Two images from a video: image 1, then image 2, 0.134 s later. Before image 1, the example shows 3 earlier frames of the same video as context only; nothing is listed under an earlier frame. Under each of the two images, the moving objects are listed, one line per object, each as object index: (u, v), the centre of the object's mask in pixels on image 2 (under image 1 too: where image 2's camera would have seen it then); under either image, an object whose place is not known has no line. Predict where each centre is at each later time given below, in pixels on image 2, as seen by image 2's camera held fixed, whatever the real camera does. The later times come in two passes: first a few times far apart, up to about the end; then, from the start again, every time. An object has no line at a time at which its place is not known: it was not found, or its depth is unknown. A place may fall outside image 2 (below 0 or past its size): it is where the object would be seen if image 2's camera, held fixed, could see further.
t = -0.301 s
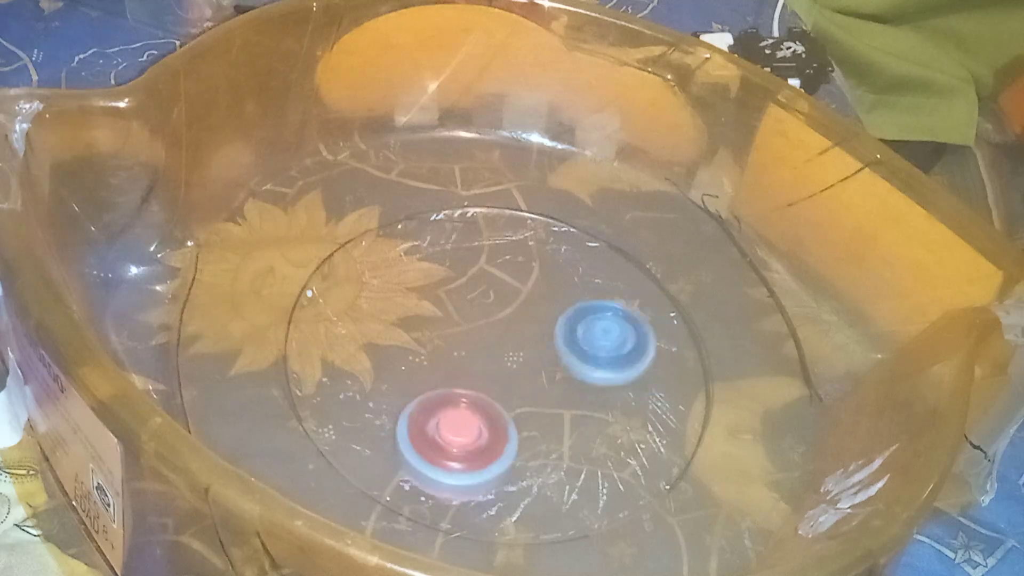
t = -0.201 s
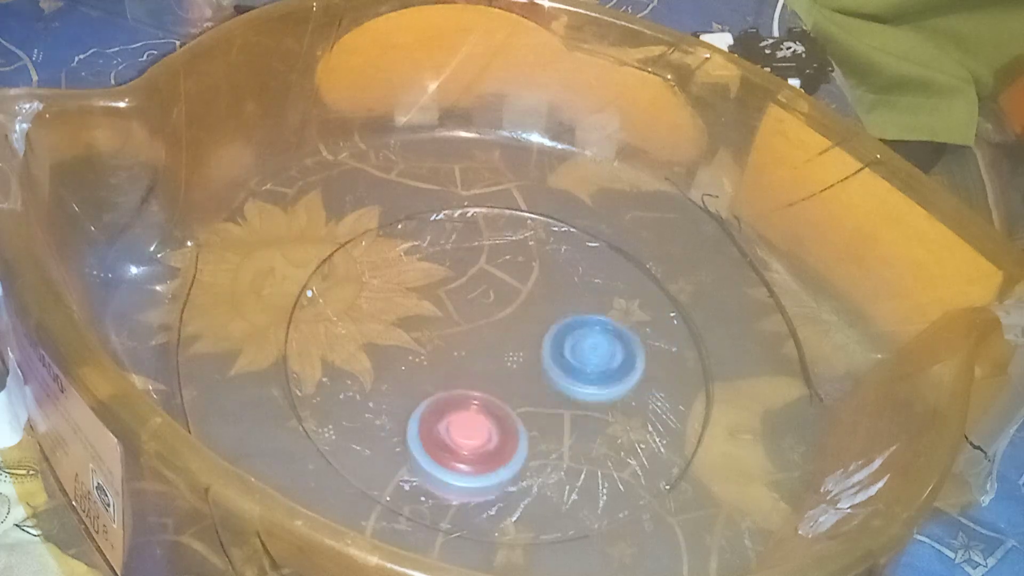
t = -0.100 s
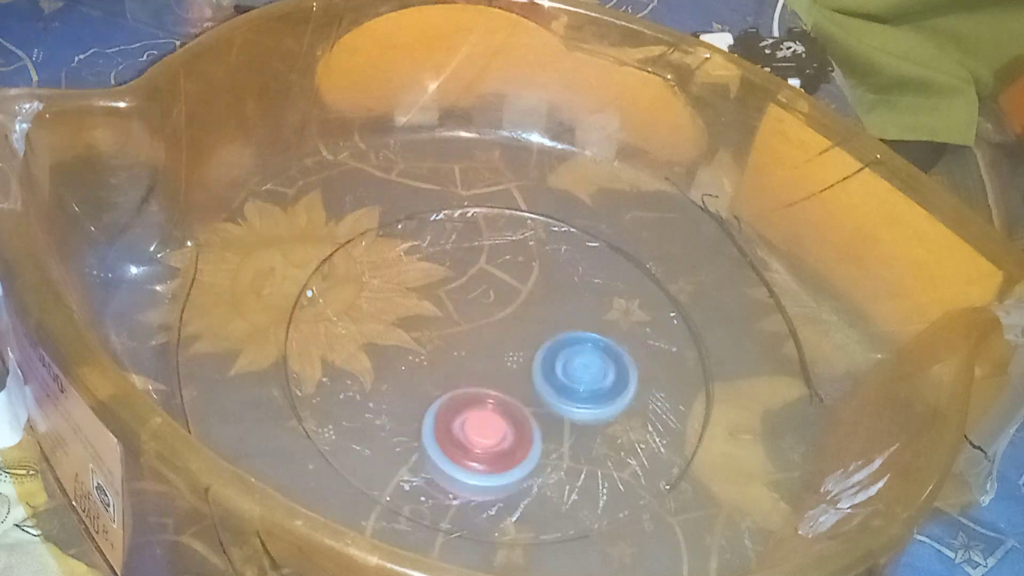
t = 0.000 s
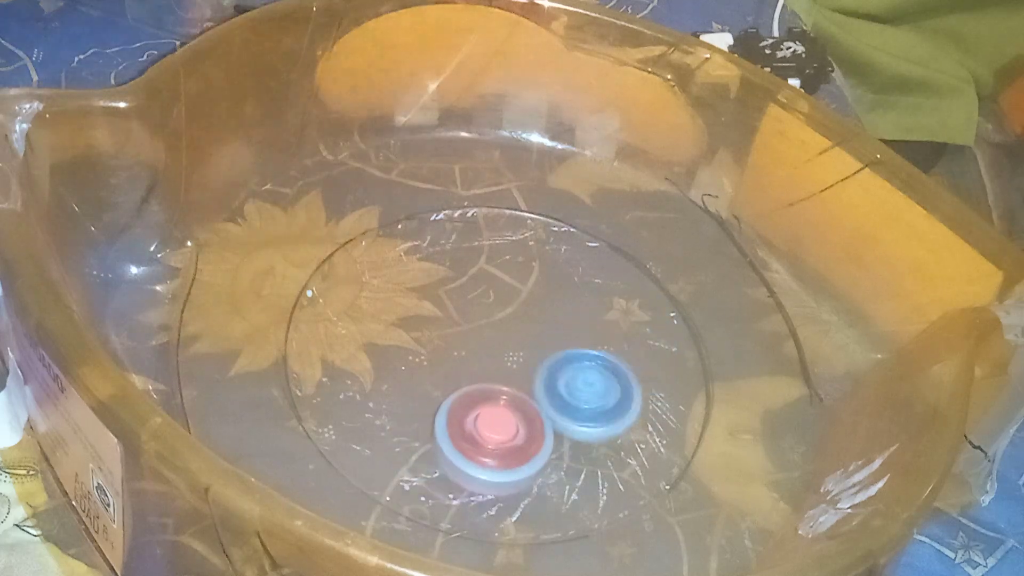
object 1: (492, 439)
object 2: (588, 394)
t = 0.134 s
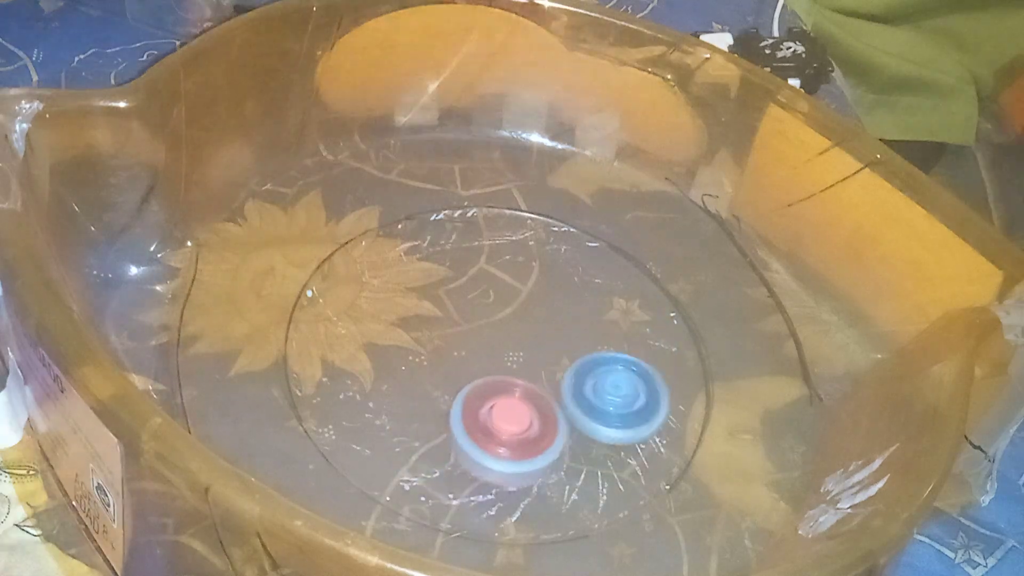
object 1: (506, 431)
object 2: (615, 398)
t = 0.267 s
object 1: (525, 418)
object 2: (624, 385)
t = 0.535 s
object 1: (524, 400)
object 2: (635, 327)
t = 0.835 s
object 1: (516, 425)
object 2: (583, 285)
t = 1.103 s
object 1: (541, 440)
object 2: (556, 316)
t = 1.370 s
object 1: (564, 443)
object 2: (620, 365)
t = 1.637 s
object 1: (582, 437)
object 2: (660, 346)
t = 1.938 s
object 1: (548, 490)
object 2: (629, 282)
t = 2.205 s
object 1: (540, 505)
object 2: (566, 260)
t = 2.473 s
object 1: (542, 487)
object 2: (553, 342)
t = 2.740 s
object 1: (522, 508)
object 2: (613, 328)
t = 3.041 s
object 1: (549, 465)
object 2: (614, 318)
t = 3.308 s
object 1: (569, 437)
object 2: (619, 342)
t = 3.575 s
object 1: (595, 430)
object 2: (618, 322)
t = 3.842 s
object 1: (621, 436)
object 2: (597, 328)
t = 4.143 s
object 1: (632, 440)
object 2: (583, 352)
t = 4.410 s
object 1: (624, 443)
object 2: (570, 352)
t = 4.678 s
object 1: (612, 447)
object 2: (543, 344)
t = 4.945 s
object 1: (598, 436)
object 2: (541, 350)
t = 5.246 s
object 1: (593, 421)
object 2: (556, 330)
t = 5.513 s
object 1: (591, 406)
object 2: (563, 314)
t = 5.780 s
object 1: (590, 409)
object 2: (578, 296)
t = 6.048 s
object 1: (586, 410)
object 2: (583, 287)
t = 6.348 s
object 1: (573, 406)
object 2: (598, 319)
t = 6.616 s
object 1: (550, 411)
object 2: (608, 333)
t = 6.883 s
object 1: (534, 402)
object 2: (611, 346)
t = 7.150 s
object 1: (517, 389)
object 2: (621, 350)
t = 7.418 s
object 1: (497, 376)
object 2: (639, 355)
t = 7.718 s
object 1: (503, 366)
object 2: (633, 356)
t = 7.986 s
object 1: (508, 371)
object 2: (620, 360)
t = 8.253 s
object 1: (522, 386)
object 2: (620, 357)
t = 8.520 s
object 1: (542, 403)
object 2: (623, 352)
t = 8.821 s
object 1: (521, 432)
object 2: (654, 354)
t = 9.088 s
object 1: (528, 435)
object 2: (643, 366)
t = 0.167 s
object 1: (511, 428)
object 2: (618, 396)
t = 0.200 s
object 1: (516, 425)
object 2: (622, 394)
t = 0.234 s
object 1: (520, 421)
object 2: (624, 390)
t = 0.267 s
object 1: (525, 418)
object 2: (624, 385)
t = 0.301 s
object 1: (520, 417)
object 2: (633, 378)
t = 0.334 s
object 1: (513, 415)
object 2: (643, 370)
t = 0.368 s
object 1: (512, 414)
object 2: (647, 364)
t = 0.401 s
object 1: (513, 411)
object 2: (649, 356)
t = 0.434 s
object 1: (515, 408)
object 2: (649, 348)
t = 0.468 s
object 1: (518, 406)
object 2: (646, 340)
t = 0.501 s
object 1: (521, 403)
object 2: (642, 334)
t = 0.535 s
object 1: (524, 400)
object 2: (635, 327)
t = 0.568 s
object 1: (528, 398)
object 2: (627, 322)
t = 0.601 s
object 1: (531, 394)
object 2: (617, 319)
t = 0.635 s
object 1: (535, 391)
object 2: (606, 317)
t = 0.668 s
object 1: (538, 389)
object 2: (595, 317)
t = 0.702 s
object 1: (537, 392)
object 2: (590, 314)
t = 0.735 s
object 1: (526, 405)
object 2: (592, 302)
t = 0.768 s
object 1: (517, 416)
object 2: (592, 294)
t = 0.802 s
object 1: (515, 422)
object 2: (588, 289)
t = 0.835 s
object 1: (516, 425)
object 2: (583, 285)
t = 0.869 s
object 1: (519, 428)
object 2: (578, 281)
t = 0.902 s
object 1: (522, 430)
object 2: (571, 280)
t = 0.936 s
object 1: (525, 432)
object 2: (564, 281)
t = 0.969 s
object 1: (529, 435)
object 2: (558, 285)
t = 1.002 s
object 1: (532, 437)
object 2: (554, 292)
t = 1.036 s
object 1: (535, 438)
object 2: (553, 300)
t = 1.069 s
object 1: (538, 439)
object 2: (553, 308)
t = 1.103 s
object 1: (541, 440)
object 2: (556, 316)
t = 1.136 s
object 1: (545, 441)
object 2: (561, 325)
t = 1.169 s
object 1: (548, 441)
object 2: (565, 334)
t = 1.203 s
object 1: (552, 441)
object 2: (572, 343)
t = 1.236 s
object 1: (555, 441)
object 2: (579, 350)
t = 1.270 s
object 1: (558, 440)
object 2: (588, 356)
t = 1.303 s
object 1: (560, 442)
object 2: (600, 361)
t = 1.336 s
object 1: (562, 443)
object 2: (610, 363)
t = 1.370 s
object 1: (564, 443)
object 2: (620, 365)
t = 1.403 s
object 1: (566, 443)
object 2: (629, 365)
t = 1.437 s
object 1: (568, 443)
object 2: (638, 366)
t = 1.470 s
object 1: (571, 442)
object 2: (645, 363)
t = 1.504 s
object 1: (573, 442)
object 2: (652, 361)
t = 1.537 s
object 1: (575, 441)
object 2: (657, 358)
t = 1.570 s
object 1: (578, 440)
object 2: (660, 355)
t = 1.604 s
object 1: (580, 438)
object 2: (662, 351)
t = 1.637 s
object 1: (582, 437)
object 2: (660, 346)
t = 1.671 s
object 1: (584, 434)
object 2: (656, 342)
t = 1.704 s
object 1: (587, 432)
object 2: (650, 339)
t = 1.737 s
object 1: (589, 429)
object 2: (642, 338)
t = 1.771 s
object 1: (591, 426)
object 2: (635, 337)
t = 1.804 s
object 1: (592, 424)
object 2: (626, 337)
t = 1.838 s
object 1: (593, 422)
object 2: (618, 338)
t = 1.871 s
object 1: (577, 444)
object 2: (622, 318)
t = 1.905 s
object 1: (560, 472)
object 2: (628, 297)
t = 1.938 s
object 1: (548, 490)
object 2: (629, 282)
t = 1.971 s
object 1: (541, 502)
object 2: (626, 271)
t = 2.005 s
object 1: (537, 507)
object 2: (619, 264)
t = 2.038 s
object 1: (538, 506)
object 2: (612, 259)
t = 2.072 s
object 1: (538, 503)
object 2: (602, 254)
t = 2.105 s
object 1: (539, 503)
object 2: (593, 252)
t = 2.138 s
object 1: (540, 504)
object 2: (584, 253)
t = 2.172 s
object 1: (540, 505)
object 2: (574, 256)
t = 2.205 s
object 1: (540, 505)
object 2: (566, 260)
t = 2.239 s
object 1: (540, 505)
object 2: (559, 267)
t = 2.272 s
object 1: (540, 504)
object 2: (553, 277)
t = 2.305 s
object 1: (540, 503)
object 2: (550, 285)
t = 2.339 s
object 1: (540, 502)
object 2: (548, 297)
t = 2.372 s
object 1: (540, 499)
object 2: (548, 306)
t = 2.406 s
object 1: (540, 496)
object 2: (549, 318)
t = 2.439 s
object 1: (541, 491)
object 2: (551, 329)
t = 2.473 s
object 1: (542, 487)
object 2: (553, 342)
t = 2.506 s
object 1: (544, 482)
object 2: (555, 352)
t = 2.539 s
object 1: (546, 476)
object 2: (557, 364)
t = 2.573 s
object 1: (547, 470)
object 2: (561, 372)
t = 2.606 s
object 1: (542, 483)
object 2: (572, 369)
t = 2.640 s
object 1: (531, 509)
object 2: (588, 351)
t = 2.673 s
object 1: (524, 514)
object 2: (600, 338)
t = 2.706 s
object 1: (521, 514)
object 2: (607, 331)
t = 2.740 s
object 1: (522, 508)
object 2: (613, 328)
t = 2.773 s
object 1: (525, 498)
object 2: (616, 324)
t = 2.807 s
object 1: (529, 492)
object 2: (620, 322)
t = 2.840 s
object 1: (531, 489)
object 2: (622, 319)
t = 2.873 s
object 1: (534, 486)
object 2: (624, 317)
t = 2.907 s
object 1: (537, 483)
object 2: (623, 315)
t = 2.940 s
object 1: (540, 479)
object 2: (622, 313)
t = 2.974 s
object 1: (542, 474)
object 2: (619, 313)
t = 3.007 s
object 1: (545, 469)
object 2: (617, 315)
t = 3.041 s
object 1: (549, 465)
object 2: (614, 318)
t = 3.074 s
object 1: (552, 460)
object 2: (612, 322)
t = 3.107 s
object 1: (556, 454)
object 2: (612, 326)
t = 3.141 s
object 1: (560, 448)
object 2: (610, 330)
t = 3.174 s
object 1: (564, 442)
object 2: (610, 335)
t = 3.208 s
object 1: (568, 437)
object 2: (610, 341)
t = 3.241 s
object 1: (571, 432)
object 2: (610, 345)
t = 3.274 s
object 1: (574, 430)
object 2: (612, 348)
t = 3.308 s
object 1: (569, 437)
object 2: (619, 342)
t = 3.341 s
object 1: (567, 441)
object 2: (624, 338)
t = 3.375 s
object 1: (569, 441)
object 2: (626, 335)
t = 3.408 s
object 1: (573, 439)
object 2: (628, 332)
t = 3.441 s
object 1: (578, 437)
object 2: (629, 329)
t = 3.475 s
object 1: (582, 436)
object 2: (628, 326)
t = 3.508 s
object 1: (587, 434)
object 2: (626, 324)
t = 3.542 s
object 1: (591, 432)
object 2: (622, 322)
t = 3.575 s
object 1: (595, 430)
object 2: (618, 322)
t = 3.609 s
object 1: (599, 428)
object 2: (614, 324)
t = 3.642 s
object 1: (603, 425)
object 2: (610, 326)
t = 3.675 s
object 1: (606, 424)
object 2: (608, 329)
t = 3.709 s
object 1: (610, 422)
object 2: (604, 331)
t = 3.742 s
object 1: (613, 423)
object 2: (602, 332)
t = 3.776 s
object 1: (616, 430)
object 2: (602, 330)
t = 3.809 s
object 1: (619, 434)
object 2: (599, 328)
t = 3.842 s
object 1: (621, 436)
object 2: (597, 328)
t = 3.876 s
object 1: (623, 437)
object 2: (594, 328)
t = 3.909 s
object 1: (626, 438)
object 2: (591, 329)
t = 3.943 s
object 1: (628, 439)
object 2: (588, 331)
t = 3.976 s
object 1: (630, 439)
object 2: (586, 333)
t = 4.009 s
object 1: (631, 439)
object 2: (584, 336)
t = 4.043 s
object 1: (631, 440)
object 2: (583, 341)
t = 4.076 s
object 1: (632, 440)
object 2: (582, 344)
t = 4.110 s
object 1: (632, 440)
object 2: (583, 348)
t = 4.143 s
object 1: (632, 440)
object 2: (583, 352)
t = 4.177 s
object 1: (632, 442)
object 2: (583, 354)
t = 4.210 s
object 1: (633, 444)
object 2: (582, 353)
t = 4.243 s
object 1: (632, 445)
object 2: (579, 353)
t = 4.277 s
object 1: (631, 445)
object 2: (578, 352)
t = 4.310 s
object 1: (630, 446)
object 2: (577, 352)
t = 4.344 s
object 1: (628, 445)
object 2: (575, 351)
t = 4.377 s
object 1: (627, 444)
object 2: (573, 352)
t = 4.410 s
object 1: (624, 443)
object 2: (570, 352)
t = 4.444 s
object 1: (622, 442)
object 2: (569, 353)
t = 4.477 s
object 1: (621, 442)
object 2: (568, 356)
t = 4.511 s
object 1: (622, 447)
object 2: (564, 352)
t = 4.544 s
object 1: (621, 449)
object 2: (561, 348)
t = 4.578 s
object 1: (619, 449)
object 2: (556, 346)
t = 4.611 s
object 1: (616, 449)
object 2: (551, 344)
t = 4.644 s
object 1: (614, 448)
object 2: (547, 343)
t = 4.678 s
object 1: (612, 447)
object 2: (543, 344)
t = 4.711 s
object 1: (610, 445)
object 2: (540, 345)
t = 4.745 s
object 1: (606, 442)
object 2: (539, 348)
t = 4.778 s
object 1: (603, 440)
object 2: (539, 350)
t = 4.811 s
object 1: (601, 438)
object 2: (540, 353)
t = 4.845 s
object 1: (602, 440)
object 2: (541, 354)
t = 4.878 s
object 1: (602, 440)
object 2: (540, 353)
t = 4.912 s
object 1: (599, 438)
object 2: (539, 350)
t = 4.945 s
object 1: (598, 436)
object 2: (541, 350)
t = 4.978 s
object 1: (597, 433)
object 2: (542, 349)
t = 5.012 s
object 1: (597, 432)
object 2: (544, 347)
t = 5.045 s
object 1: (596, 431)
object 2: (546, 346)
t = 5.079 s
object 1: (595, 429)
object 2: (547, 344)
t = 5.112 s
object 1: (594, 427)
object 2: (549, 342)
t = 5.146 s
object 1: (595, 426)
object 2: (551, 339)
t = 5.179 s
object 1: (594, 425)
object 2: (552, 335)
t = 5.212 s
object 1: (594, 423)
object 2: (555, 332)
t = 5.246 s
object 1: (593, 421)
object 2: (556, 330)
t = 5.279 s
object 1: (593, 418)
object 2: (557, 328)
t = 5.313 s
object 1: (592, 415)
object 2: (558, 327)
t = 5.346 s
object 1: (592, 412)
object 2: (559, 326)
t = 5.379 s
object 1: (592, 409)
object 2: (560, 324)
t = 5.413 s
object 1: (591, 409)
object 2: (562, 321)
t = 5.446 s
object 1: (591, 409)
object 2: (563, 318)
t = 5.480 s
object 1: (591, 408)
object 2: (562, 316)
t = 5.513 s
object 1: (591, 406)
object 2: (563, 314)
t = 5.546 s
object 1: (591, 405)
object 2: (565, 312)
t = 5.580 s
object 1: (591, 403)
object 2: (566, 311)
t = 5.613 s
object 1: (591, 401)
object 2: (567, 310)
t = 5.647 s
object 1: (591, 399)
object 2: (570, 310)
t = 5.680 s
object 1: (591, 396)
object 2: (571, 310)
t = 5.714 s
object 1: (591, 396)
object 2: (573, 310)
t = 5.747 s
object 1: (591, 404)
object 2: (576, 302)
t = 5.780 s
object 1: (590, 409)
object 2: (578, 296)
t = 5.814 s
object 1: (590, 410)
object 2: (578, 293)
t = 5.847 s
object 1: (590, 410)
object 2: (578, 290)
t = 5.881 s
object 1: (589, 411)
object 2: (580, 287)
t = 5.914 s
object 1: (589, 411)
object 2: (580, 287)
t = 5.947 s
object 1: (588, 411)
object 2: (581, 284)
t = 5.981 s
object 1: (587, 411)
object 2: (582, 285)
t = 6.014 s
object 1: (586, 411)
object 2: (582, 286)
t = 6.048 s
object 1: (586, 410)
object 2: (583, 287)
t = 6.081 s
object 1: (585, 410)
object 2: (584, 290)
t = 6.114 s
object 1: (584, 409)
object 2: (585, 293)
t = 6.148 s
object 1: (583, 408)
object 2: (585, 297)
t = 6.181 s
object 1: (582, 407)
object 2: (587, 302)
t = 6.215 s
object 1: (580, 405)
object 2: (590, 306)
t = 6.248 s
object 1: (579, 403)
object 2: (591, 312)
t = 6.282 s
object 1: (578, 401)
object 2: (592, 316)
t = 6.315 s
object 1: (577, 402)
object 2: (595, 318)
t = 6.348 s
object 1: (573, 406)
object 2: (598, 319)
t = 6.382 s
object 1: (570, 406)
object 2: (600, 320)
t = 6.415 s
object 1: (569, 406)
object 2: (600, 321)
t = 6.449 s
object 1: (567, 405)
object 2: (602, 324)
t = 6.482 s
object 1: (565, 405)
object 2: (603, 328)
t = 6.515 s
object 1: (561, 408)
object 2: (603, 328)
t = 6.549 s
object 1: (556, 411)
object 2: (605, 328)
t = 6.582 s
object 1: (553, 411)
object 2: (607, 331)
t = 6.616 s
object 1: (550, 411)
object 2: (608, 333)
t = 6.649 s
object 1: (548, 411)
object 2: (609, 333)
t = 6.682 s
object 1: (546, 410)
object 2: (611, 335)
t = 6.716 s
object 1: (543, 409)
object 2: (612, 337)
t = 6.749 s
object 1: (540, 409)
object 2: (612, 339)
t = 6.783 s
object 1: (539, 407)
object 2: (612, 339)
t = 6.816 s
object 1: (537, 405)
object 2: (612, 342)
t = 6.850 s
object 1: (535, 404)
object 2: (612, 344)
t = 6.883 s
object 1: (534, 402)
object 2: (611, 346)
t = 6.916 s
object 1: (533, 400)
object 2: (611, 349)
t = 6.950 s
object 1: (527, 400)
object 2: (614, 350)
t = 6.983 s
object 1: (522, 398)
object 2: (617, 350)
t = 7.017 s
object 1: (521, 396)
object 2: (619, 350)
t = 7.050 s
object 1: (520, 395)
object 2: (621, 350)
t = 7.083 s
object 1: (518, 393)
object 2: (622, 350)
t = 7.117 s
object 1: (517, 391)
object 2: (622, 350)
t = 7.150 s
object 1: (517, 389)
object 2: (621, 350)
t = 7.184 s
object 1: (517, 386)
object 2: (621, 351)
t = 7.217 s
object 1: (518, 384)
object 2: (620, 351)
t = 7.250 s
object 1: (519, 382)
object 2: (619, 352)
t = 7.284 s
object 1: (518, 380)
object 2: (621, 353)
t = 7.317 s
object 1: (505, 380)
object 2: (629, 353)
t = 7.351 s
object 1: (500, 379)
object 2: (637, 353)
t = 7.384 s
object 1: (498, 378)
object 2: (639, 354)
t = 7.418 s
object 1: (497, 376)
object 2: (639, 355)
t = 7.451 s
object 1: (496, 375)
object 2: (641, 354)
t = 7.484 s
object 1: (496, 374)
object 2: (643, 354)
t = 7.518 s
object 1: (495, 372)
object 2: (644, 354)
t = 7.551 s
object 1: (495, 370)
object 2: (645, 354)
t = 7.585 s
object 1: (496, 369)
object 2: (644, 355)
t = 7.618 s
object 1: (498, 368)
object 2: (641, 355)
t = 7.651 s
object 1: (498, 367)
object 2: (639, 354)
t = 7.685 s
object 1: (500, 366)
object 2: (637, 355)
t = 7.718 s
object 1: (503, 366)
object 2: (633, 356)
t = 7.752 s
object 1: (505, 366)
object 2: (628, 357)
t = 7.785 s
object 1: (508, 366)
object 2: (623, 357)
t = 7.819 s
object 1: (511, 366)
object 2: (620, 356)
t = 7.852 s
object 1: (512, 367)
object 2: (620, 357)
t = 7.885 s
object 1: (507, 367)
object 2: (624, 358)
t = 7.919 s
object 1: (507, 368)
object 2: (626, 361)
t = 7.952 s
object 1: (508, 369)
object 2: (624, 361)
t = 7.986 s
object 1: (508, 371)
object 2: (620, 360)
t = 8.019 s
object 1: (509, 373)
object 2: (618, 356)
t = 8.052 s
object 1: (511, 374)
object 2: (620, 353)
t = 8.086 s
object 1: (512, 376)
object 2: (624, 353)
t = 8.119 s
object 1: (514, 378)
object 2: (628, 355)
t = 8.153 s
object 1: (516, 380)
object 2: (629, 358)
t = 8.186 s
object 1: (517, 382)
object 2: (626, 360)
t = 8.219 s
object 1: (519, 384)
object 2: (623, 360)
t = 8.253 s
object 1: (522, 386)
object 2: (620, 357)
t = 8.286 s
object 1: (524, 388)
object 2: (617, 355)
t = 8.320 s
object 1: (527, 390)
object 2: (616, 351)
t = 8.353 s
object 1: (530, 392)
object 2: (617, 348)
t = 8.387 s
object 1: (532, 394)
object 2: (616, 348)
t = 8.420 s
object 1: (535, 397)
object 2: (622, 348)
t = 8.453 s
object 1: (538, 399)
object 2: (623, 349)
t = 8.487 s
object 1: (541, 400)
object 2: (623, 353)
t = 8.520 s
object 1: (542, 403)
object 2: (623, 352)
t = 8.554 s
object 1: (534, 409)
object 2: (629, 349)
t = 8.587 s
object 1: (525, 416)
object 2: (637, 346)
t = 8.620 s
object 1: (520, 419)
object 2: (645, 350)
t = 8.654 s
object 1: (520, 421)
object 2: (650, 352)
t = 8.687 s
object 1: (520, 424)
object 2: (653, 351)
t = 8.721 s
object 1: (520, 427)
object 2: (655, 352)
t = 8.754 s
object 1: (521, 429)
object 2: (655, 352)
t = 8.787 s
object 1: (521, 431)
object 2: (655, 353)
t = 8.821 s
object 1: (521, 432)
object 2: (654, 354)
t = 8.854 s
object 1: (522, 433)
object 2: (652, 355)
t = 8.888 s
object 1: (522, 434)
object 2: (652, 355)
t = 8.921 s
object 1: (523, 435)
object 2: (652, 356)
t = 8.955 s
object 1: (522, 435)
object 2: (650, 358)
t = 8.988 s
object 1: (523, 436)
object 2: (649, 359)
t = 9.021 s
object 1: (525, 436)
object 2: (647, 360)
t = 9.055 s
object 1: (526, 435)
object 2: (646, 363)
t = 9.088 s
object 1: (528, 435)
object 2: (643, 366)
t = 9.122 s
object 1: (530, 433)
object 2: (642, 370)
